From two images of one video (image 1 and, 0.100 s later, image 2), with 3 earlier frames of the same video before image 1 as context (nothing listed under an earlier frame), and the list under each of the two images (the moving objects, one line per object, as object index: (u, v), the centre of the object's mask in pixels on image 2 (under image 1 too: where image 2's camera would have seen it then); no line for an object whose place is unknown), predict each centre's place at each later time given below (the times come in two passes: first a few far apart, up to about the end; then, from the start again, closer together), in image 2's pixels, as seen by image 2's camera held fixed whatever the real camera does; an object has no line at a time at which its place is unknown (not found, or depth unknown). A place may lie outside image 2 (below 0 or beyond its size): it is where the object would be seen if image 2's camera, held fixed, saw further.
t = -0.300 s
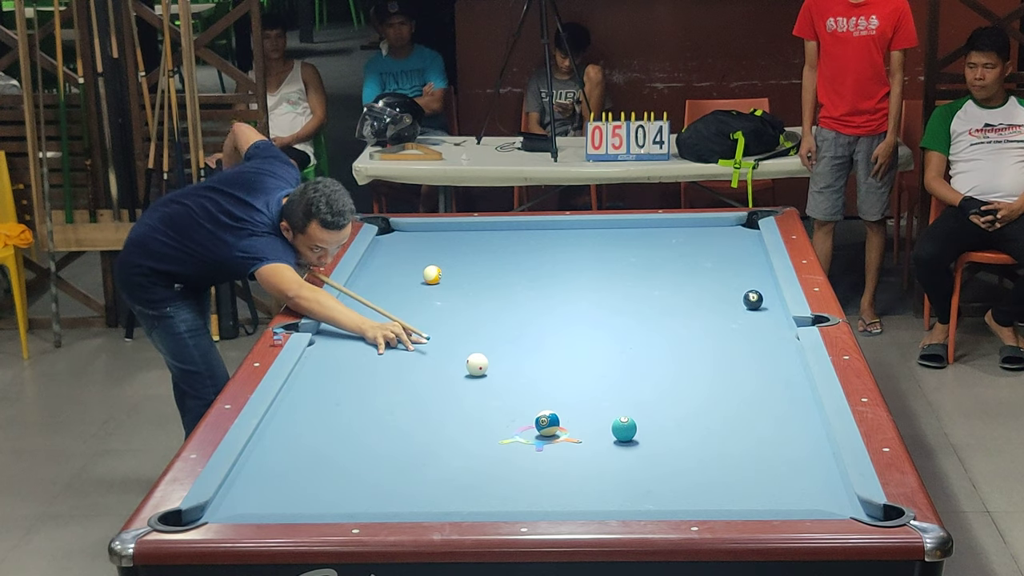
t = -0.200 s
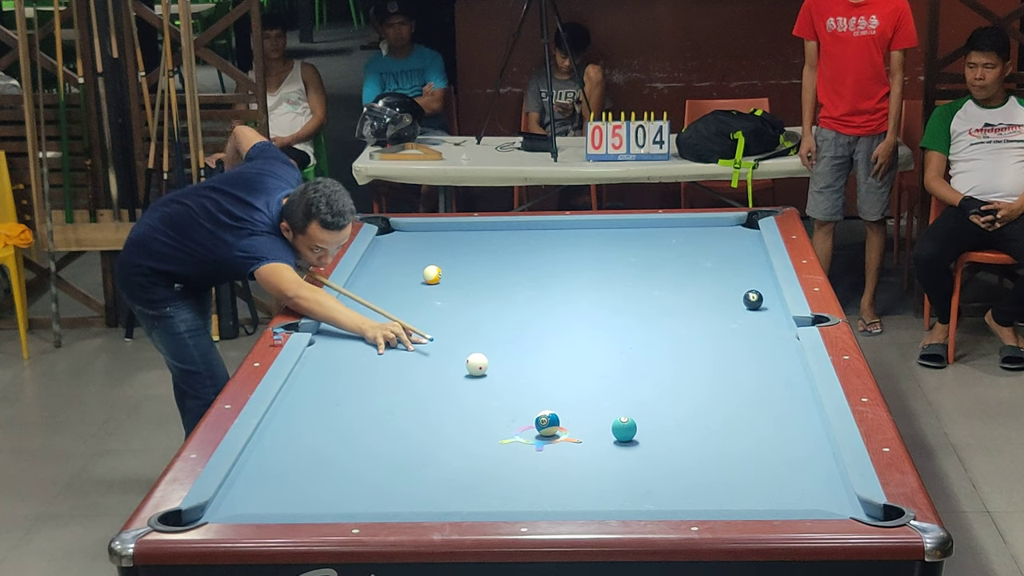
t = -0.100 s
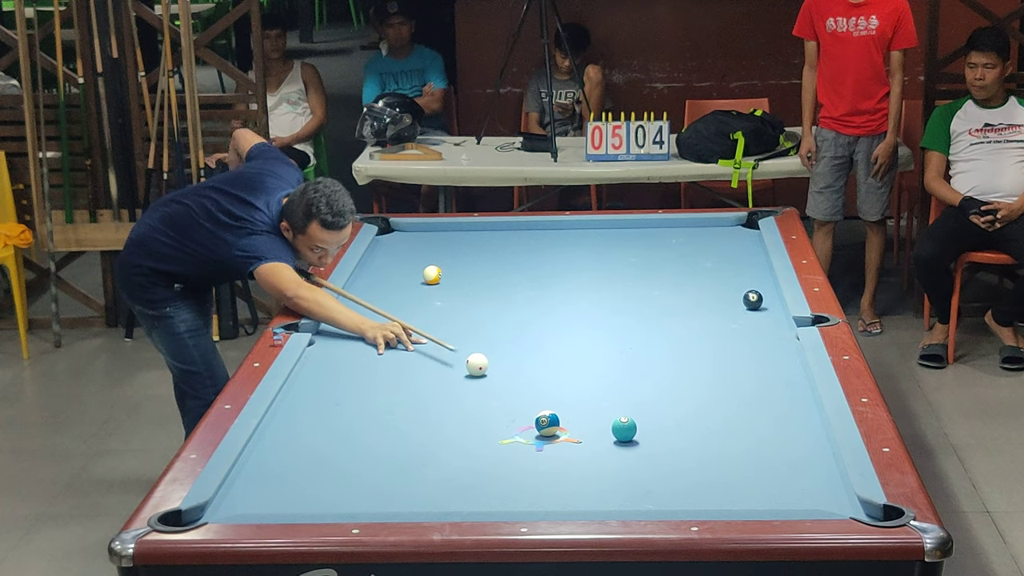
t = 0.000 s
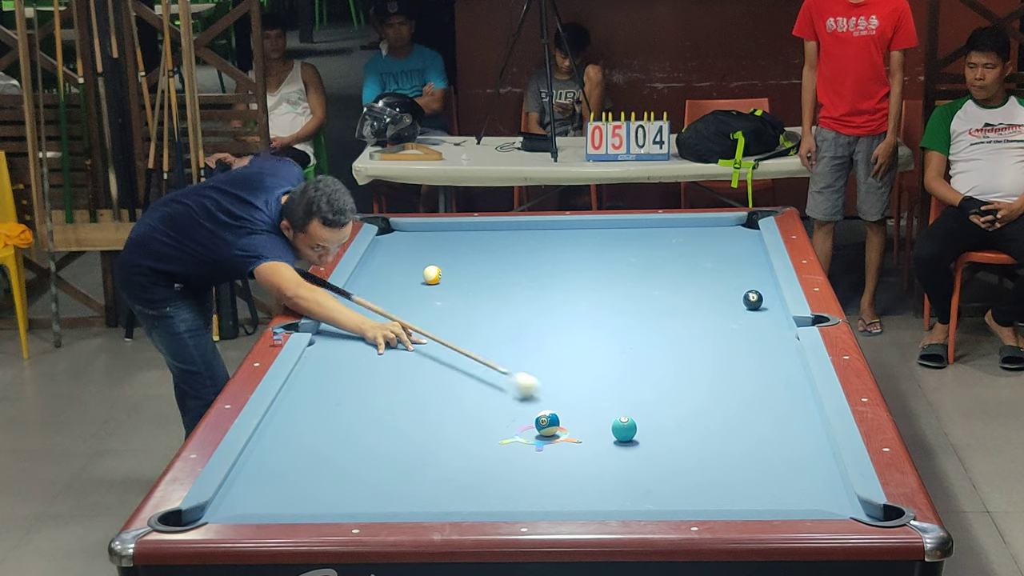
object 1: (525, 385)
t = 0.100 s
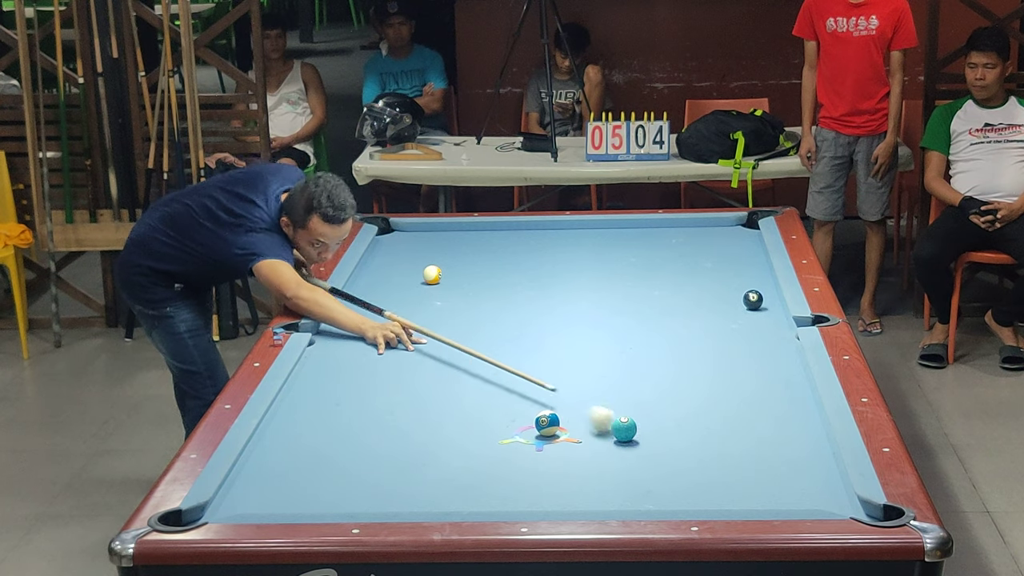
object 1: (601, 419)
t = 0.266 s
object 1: (607, 432)
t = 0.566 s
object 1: (653, 470)
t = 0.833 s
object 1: (702, 501)
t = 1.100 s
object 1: (722, 489)
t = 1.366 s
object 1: (737, 470)
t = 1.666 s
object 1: (753, 451)
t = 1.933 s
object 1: (764, 436)
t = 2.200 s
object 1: (774, 423)
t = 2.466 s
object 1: (783, 411)
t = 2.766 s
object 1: (791, 400)
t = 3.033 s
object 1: (796, 391)
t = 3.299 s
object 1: (802, 384)
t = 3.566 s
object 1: (796, 379)
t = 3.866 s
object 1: (792, 375)
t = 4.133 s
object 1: (788, 372)
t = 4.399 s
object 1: (786, 371)
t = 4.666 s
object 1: (784, 370)
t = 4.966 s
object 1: (784, 370)
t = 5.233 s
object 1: (784, 370)
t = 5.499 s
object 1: (784, 370)
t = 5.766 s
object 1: (784, 370)
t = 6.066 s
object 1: (784, 371)
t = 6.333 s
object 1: (784, 371)
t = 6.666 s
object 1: (781, 370)
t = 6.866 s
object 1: (784, 370)
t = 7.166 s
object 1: (784, 370)
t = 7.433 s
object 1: (784, 370)
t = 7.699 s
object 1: (784, 370)
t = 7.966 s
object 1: (784, 370)
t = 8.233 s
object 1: (784, 370)
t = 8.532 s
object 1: (784, 370)
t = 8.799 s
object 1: (784, 370)
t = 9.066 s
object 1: (784, 370)
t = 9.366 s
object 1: (784, 370)
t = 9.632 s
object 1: (784, 370)
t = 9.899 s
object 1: (784, 371)
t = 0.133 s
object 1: (605, 423)
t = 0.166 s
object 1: (604, 425)
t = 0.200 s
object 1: (604, 427)
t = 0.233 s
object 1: (605, 429)
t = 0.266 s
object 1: (607, 432)
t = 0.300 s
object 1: (610, 436)
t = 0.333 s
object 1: (615, 439)
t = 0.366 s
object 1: (620, 444)
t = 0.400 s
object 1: (626, 448)
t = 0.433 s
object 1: (631, 452)
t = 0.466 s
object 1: (636, 456)
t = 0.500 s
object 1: (642, 461)
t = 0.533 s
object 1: (648, 465)
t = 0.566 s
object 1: (653, 470)
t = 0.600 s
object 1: (659, 474)
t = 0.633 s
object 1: (665, 479)
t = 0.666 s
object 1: (671, 483)
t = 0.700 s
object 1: (677, 488)
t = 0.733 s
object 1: (684, 493)
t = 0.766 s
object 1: (689, 496)
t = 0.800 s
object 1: (696, 499)
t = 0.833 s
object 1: (702, 501)
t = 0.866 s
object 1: (705, 503)
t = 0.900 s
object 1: (708, 501)
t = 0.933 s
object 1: (711, 499)
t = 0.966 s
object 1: (713, 498)
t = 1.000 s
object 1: (715, 496)
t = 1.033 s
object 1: (717, 494)
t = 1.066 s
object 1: (720, 492)
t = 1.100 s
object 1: (722, 489)
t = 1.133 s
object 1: (724, 487)
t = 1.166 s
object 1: (726, 484)
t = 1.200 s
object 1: (727, 482)
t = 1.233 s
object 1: (730, 480)
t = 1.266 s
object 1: (731, 477)
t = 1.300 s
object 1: (734, 475)
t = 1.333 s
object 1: (735, 473)
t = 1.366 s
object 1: (737, 470)
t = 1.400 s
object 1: (739, 468)
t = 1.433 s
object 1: (740, 466)
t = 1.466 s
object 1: (742, 464)
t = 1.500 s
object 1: (744, 461)
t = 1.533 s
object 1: (746, 459)
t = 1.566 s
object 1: (748, 457)
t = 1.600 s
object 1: (749, 455)
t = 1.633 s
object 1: (751, 453)
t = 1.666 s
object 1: (753, 451)
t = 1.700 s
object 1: (754, 449)
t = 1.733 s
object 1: (756, 447)
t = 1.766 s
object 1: (757, 445)
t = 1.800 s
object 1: (759, 443)
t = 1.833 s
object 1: (760, 441)
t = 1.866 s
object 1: (761, 440)
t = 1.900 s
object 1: (763, 438)
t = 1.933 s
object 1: (764, 436)
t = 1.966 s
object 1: (765, 434)
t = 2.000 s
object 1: (767, 433)
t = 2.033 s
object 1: (768, 431)
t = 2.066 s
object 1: (769, 429)
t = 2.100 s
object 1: (770, 428)
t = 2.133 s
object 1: (772, 426)
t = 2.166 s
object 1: (773, 425)
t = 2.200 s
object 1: (774, 423)
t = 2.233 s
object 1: (775, 422)
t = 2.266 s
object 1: (776, 420)
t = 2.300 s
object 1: (777, 419)
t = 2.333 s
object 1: (778, 417)
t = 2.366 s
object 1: (779, 416)
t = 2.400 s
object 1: (781, 414)
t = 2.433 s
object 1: (782, 413)
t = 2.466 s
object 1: (783, 411)
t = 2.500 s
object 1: (783, 410)
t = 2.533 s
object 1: (784, 409)
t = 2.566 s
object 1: (785, 407)
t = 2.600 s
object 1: (786, 406)
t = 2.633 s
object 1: (787, 405)
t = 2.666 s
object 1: (788, 404)
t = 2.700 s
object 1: (789, 402)
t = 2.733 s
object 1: (790, 401)
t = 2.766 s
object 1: (791, 400)
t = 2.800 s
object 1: (791, 399)
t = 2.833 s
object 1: (792, 398)
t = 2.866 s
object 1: (793, 397)
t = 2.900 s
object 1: (794, 395)
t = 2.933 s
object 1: (794, 394)
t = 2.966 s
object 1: (795, 393)
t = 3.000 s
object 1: (796, 392)
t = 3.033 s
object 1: (796, 391)
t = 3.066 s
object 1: (797, 390)
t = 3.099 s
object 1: (798, 389)
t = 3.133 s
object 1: (798, 388)
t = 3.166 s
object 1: (799, 387)
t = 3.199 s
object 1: (800, 386)
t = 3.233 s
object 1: (801, 385)
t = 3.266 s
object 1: (801, 384)
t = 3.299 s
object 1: (802, 384)
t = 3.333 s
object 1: (801, 383)
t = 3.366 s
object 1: (801, 382)
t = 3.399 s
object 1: (800, 382)
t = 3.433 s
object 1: (799, 381)
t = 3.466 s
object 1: (798, 380)
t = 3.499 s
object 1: (798, 380)
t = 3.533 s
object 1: (797, 379)
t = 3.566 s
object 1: (796, 379)
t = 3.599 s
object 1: (796, 378)
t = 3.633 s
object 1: (795, 378)
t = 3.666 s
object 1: (795, 378)
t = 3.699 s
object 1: (794, 377)
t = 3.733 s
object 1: (794, 376)
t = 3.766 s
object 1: (793, 376)
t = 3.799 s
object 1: (793, 376)
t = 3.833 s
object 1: (792, 375)
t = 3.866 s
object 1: (792, 375)
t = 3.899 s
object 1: (791, 375)
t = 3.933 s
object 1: (791, 374)
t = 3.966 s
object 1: (790, 374)
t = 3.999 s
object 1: (790, 373)
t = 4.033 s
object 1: (789, 373)
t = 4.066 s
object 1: (789, 373)
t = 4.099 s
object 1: (788, 372)
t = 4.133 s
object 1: (788, 372)
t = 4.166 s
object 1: (787, 372)
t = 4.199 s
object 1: (787, 372)
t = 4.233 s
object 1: (787, 371)
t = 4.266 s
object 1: (787, 372)
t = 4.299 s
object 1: (787, 371)
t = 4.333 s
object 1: (786, 371)
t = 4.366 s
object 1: (786, 371)
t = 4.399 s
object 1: (786, 371)
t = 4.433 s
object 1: (785, 371)
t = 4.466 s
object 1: (785, 370)
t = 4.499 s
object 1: (785, 370)
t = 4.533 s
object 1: (785, 370)
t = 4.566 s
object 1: (785, 370)
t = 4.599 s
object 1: (784, 370)
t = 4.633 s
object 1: (784, 370)
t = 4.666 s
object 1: (784, 370)
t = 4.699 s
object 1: (784, 370)
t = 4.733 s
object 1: (784, 370)
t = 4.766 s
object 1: (784, 370)
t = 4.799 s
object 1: (784, 370)
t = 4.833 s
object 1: (784, 370)
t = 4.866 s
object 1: (784, 370)
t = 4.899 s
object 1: (784, 370)
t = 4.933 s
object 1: (784, 370)
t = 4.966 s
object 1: (784, 370)
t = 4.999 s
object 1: (784, 370)
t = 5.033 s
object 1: (784, 370)
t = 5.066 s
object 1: (784, 370)
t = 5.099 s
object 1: (785, 370)
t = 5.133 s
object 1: (784, 370)
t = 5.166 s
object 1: (784, 370)
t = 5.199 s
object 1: (785, 370)
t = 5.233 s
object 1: (784, 370)
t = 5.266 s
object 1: (785, 370)
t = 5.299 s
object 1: (784, 370)
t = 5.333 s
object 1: (784, 370)
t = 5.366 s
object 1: (784, 370)
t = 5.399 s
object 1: (784, 370)
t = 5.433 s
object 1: (784, 370)
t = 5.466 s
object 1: (784, 370)
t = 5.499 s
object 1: (784, 370)
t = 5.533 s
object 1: (784, 370)
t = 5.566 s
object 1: (784, 370)
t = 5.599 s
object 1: (784, 370)
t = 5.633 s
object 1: (784, 370)
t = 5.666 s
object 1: (784, 370)
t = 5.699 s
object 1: (785, 370)
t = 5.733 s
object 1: (784, 370)
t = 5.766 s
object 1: (784, 370)
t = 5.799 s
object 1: (784, 370)
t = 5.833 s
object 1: (784, 370)
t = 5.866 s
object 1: (785, 370)
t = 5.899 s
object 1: (784, 370)
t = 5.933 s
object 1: (784, 370)
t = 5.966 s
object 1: (784, 371)
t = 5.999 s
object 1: (784, 370)
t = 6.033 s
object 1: (784, 370)
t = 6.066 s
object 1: (784, 371)
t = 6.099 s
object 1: (784, 371)
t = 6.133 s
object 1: (784, 370)
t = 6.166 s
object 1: (784, 370)
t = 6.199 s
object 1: (784, 371)
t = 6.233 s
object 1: (784, 370)
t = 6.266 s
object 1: (785, 371)
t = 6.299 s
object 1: (784, 371)
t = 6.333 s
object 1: (784, 371)
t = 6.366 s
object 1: (784, 371)
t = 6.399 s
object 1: (784, 370)
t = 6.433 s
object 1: (784, 370)
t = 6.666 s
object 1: (781, 370)
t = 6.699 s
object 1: (784, 370)
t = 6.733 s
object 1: (784, 370)
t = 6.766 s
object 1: (784, 370)
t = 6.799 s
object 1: (784, 370)
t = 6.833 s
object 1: (784, 370)
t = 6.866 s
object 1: (784, 370)
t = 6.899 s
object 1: (784, 370)
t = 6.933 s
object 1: (784, 370)
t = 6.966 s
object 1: (784, 370)
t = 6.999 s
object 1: (784, 370)
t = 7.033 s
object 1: (784, 370)
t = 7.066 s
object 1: (784, 370)
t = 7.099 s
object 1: (784, 370)
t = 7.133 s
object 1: (784, 370)
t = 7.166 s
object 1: (784, 370)
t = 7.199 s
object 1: (784, 370)
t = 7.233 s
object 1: (784, 370)
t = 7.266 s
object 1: (784, 370)
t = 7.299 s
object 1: (784, 370)
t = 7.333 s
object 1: (784, 370)
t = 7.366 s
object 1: (784, 370)
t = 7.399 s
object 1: (784, 370)
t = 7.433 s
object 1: (784, 370)
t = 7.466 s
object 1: (784, 370)
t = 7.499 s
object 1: (784, 370)
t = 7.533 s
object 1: (784, 370)
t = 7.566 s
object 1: (784, 370)
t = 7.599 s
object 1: (784, 370)
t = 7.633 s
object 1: (784, 370)
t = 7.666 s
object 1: (784, 370)
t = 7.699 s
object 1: (784, 370)
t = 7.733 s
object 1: (784, 370)
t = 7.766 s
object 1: (784, 370)
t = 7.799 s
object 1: (784, 370)
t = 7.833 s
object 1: (784, 370)
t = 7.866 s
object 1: (784, 370)
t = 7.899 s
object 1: (784, 370)
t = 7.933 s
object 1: (784, 370)
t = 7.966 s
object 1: (784, 370)
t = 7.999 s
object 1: (784, 370)
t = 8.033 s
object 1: (784, 370)
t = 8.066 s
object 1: (784, 370)
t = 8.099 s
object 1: (784, 370)
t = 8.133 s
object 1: (784, 370)
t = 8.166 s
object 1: (784, 370)
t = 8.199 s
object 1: (784, 370)
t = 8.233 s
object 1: (784, 370)
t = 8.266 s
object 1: (784, 370)
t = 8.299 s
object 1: (784, 370)
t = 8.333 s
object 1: (784, 370)
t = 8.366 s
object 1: (784, 370)
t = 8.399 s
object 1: (784, 370)
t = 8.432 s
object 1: (784, 370)
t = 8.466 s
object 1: (784, 370)
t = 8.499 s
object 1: (784, 370)
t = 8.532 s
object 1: (784, 370)
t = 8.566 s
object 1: (784, 370)
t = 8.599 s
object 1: (784, 370)
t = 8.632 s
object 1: (784, 370)
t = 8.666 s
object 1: (784, 370)
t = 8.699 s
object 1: (784, 370)
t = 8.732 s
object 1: (784, 370)
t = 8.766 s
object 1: (784, 370)
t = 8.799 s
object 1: (784, 370)
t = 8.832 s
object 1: (784, 370)
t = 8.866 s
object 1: (784, 370)
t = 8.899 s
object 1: (784, 370)
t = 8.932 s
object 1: (784, 370)
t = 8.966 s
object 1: (784, 370)
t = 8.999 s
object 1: (784, 370)
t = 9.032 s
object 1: (784, 370)
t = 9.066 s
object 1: (784, 370)
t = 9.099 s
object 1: (784, 370)
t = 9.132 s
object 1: (784, 370)
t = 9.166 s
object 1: (784, 370)
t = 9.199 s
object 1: (784, 370)
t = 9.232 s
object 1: (784, 370)
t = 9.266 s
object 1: (784, 370)
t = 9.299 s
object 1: (784, 370)
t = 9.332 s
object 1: (784, 371)
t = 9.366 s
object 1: (784, 370)
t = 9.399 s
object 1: (784, 370)
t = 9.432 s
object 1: (784, 370)
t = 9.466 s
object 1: (784, 370)
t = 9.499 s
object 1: (784, 370)
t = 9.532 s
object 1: (784, 370)
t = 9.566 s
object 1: (784, 370)
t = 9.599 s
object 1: (784, 370)
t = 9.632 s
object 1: (784, 370)
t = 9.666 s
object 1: (784, 370)
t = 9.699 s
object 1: (784, 371)
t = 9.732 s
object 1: (784, 371)
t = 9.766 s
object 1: (784, 370)
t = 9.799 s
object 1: (784, 370)
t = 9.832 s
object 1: (784, 370)
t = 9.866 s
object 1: (784, 370)
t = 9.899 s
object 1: (784, 371)
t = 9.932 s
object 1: (784, 370)
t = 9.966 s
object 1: (784, 370)
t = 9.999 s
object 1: (784, 370)
